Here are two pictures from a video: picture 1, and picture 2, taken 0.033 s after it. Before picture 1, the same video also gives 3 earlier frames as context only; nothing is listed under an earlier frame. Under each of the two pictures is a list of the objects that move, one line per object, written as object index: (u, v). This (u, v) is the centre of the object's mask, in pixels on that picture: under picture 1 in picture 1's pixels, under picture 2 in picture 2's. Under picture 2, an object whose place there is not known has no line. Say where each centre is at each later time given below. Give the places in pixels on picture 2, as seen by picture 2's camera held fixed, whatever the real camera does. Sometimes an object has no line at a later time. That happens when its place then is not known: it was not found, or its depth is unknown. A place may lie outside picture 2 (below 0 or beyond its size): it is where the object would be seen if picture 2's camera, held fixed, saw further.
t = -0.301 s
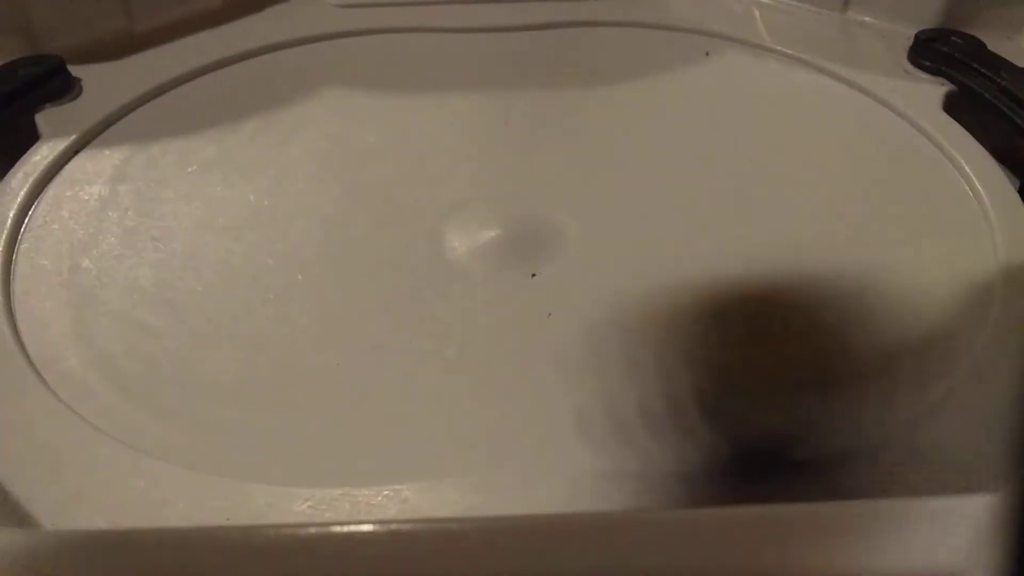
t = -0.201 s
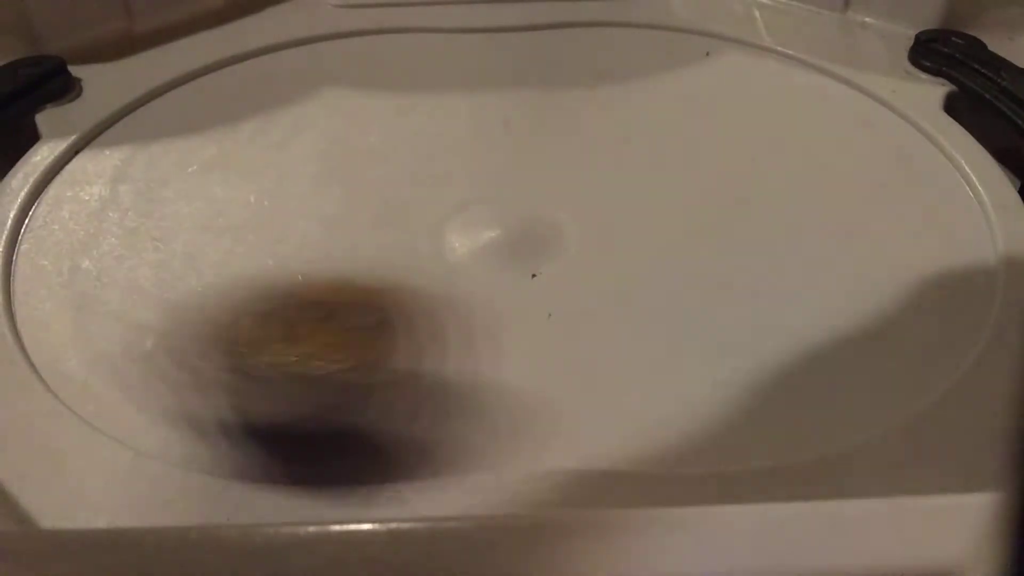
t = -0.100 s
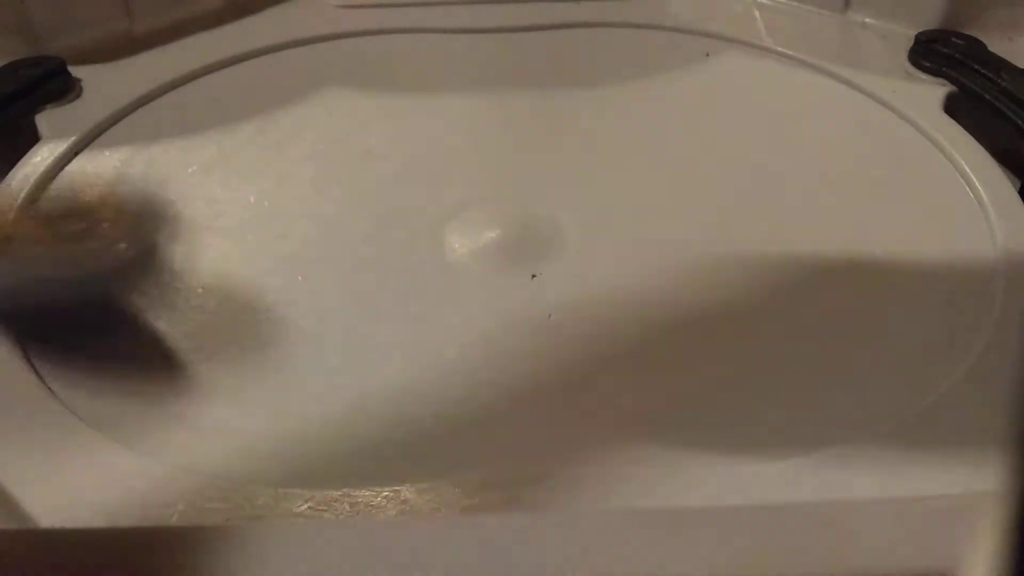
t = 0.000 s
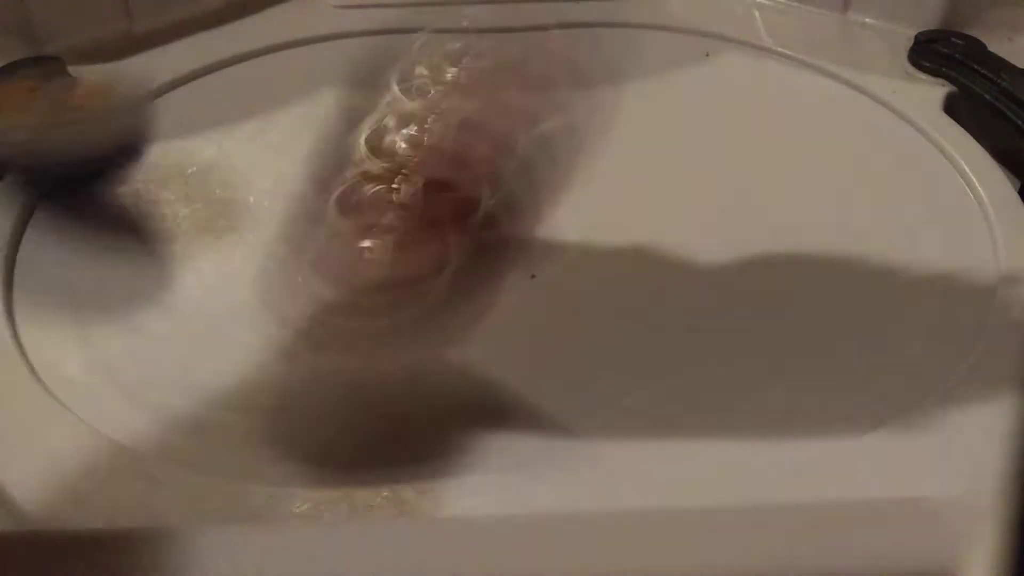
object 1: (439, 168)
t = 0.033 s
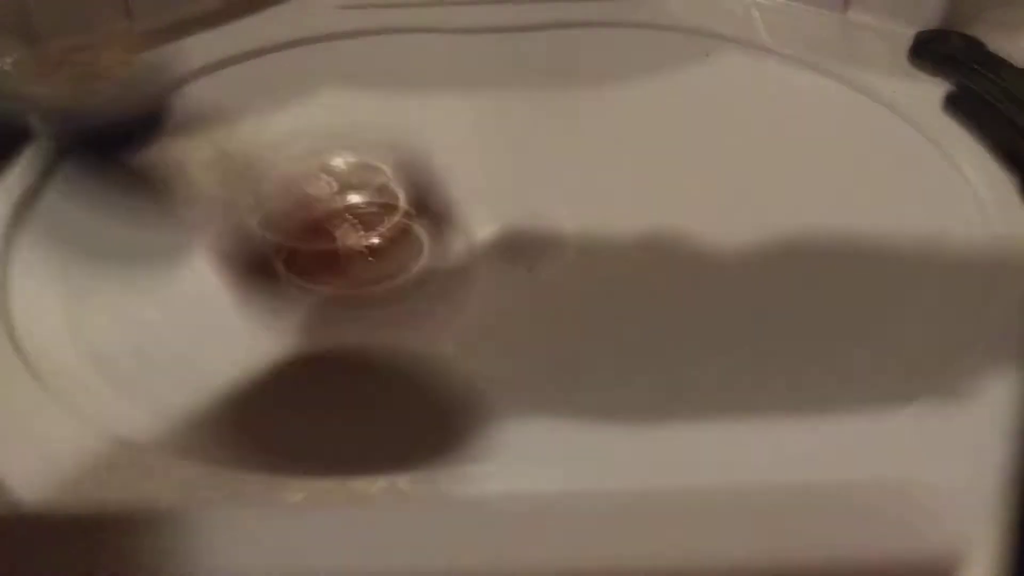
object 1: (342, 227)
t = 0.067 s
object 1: (282, 136)
